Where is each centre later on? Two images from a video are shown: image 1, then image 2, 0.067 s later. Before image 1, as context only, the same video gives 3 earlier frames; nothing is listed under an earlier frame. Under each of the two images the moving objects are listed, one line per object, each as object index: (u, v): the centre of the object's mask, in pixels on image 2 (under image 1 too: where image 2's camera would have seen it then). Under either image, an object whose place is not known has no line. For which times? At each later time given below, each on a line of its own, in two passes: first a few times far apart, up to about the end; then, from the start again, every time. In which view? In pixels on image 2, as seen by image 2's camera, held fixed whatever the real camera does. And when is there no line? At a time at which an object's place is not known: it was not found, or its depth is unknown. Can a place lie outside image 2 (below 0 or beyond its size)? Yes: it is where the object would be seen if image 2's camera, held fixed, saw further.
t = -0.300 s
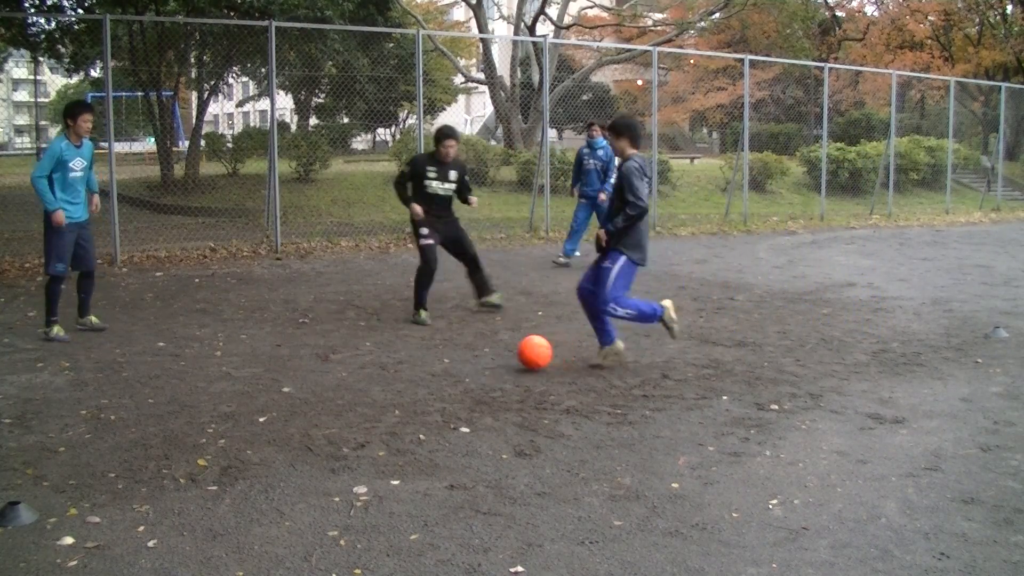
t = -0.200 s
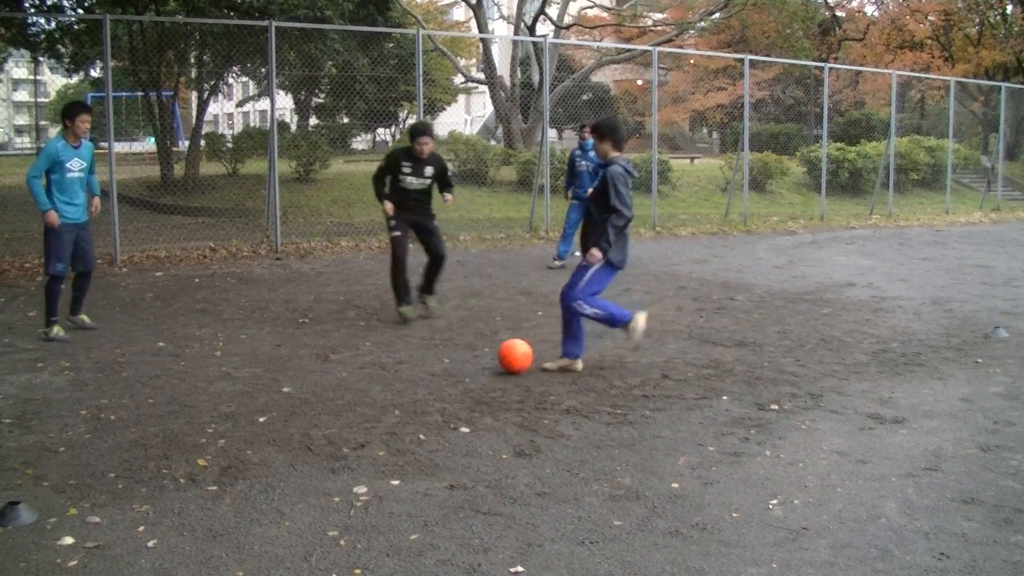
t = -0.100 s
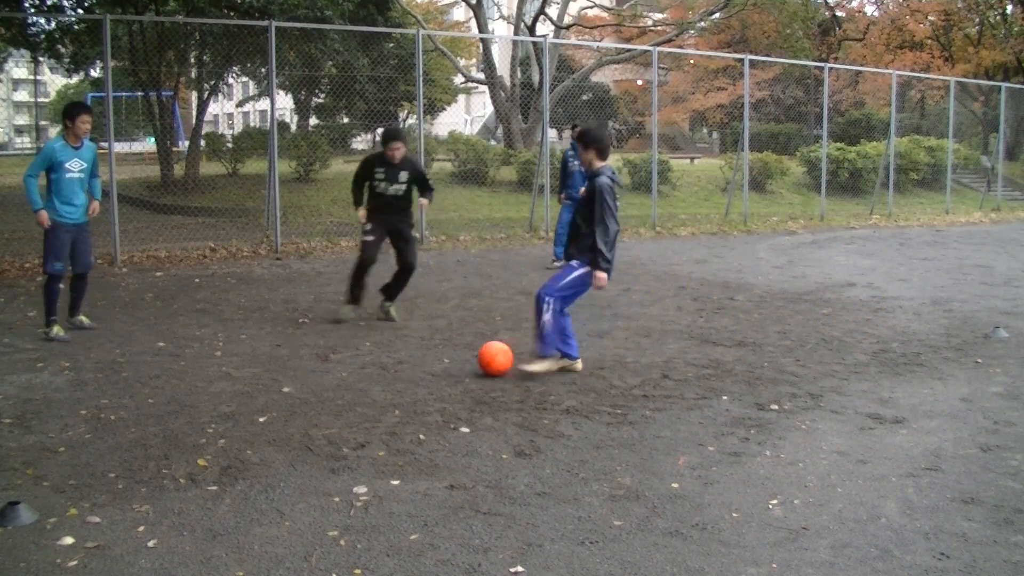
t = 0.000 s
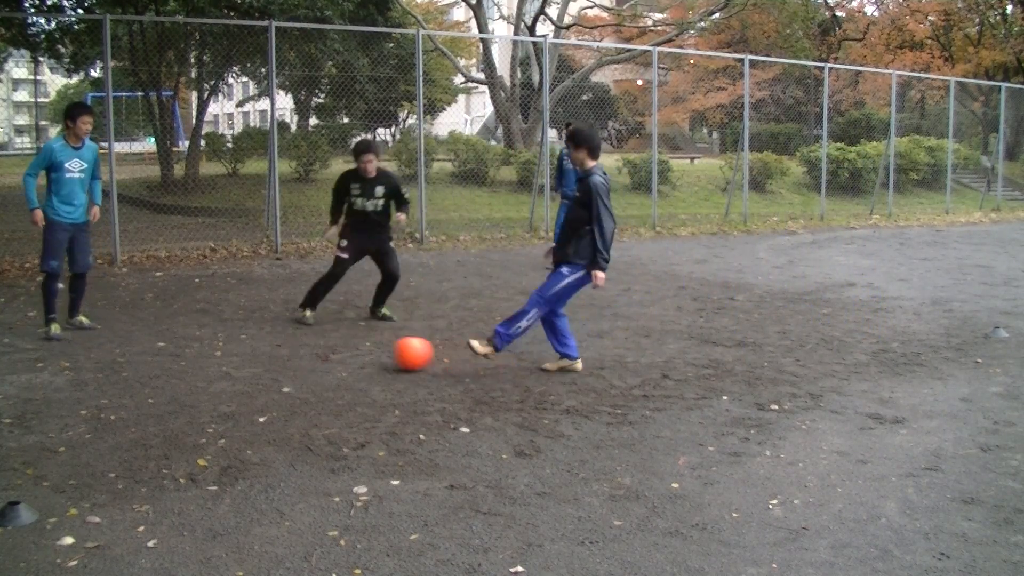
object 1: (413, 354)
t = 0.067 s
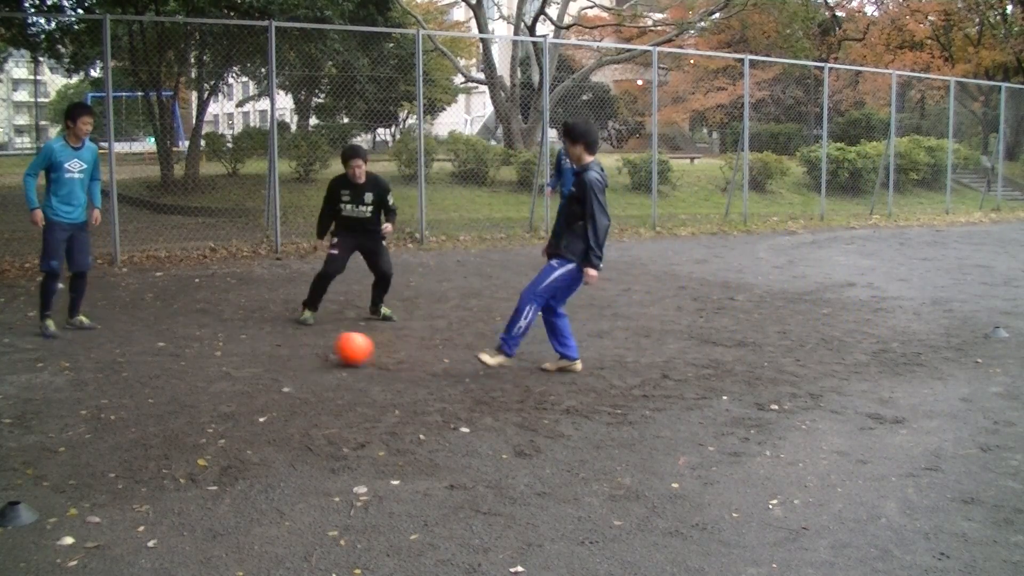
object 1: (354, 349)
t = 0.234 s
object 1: (234, 337)
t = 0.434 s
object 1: (127, 328)
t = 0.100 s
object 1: (327, 346)
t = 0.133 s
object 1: (301, 344)
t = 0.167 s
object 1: (277, 341)
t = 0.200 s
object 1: (255, 338)
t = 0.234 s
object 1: (234, 337)
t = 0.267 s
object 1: (214, 335)
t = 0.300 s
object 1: (195, 334)
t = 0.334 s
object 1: (177, 331)
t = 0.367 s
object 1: (160, 330)
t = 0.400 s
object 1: (143, 330)
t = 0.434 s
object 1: (127, 328)
